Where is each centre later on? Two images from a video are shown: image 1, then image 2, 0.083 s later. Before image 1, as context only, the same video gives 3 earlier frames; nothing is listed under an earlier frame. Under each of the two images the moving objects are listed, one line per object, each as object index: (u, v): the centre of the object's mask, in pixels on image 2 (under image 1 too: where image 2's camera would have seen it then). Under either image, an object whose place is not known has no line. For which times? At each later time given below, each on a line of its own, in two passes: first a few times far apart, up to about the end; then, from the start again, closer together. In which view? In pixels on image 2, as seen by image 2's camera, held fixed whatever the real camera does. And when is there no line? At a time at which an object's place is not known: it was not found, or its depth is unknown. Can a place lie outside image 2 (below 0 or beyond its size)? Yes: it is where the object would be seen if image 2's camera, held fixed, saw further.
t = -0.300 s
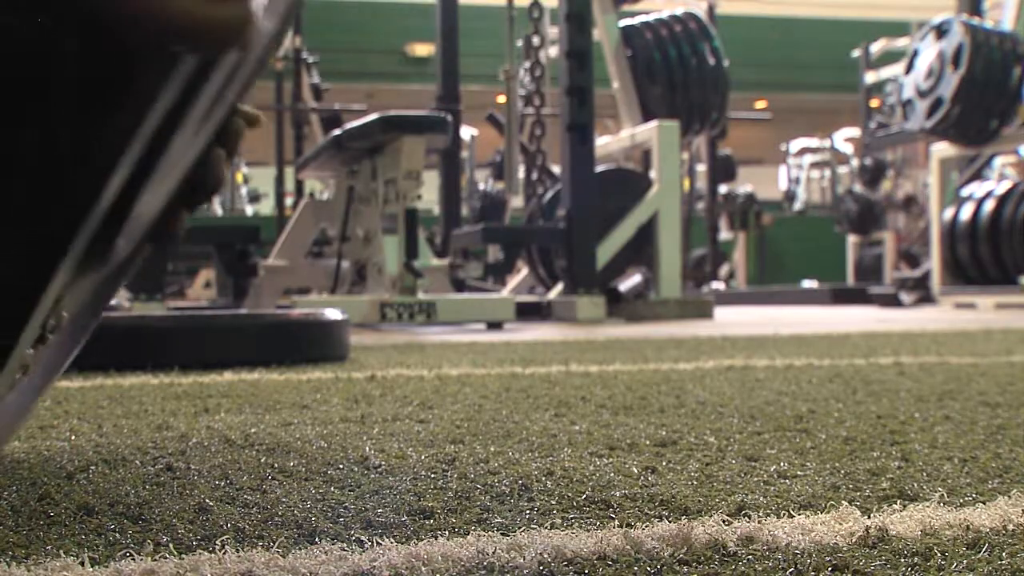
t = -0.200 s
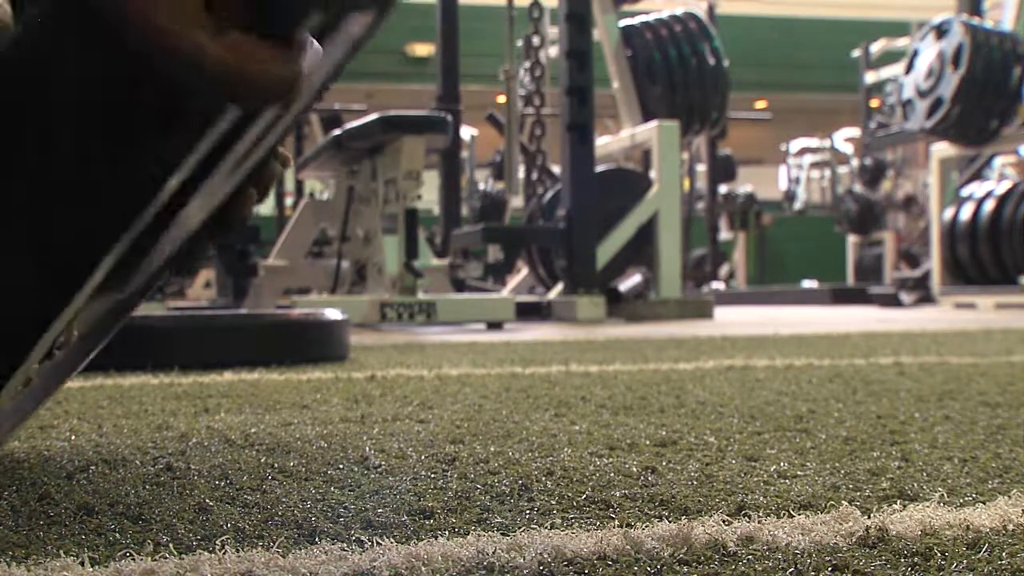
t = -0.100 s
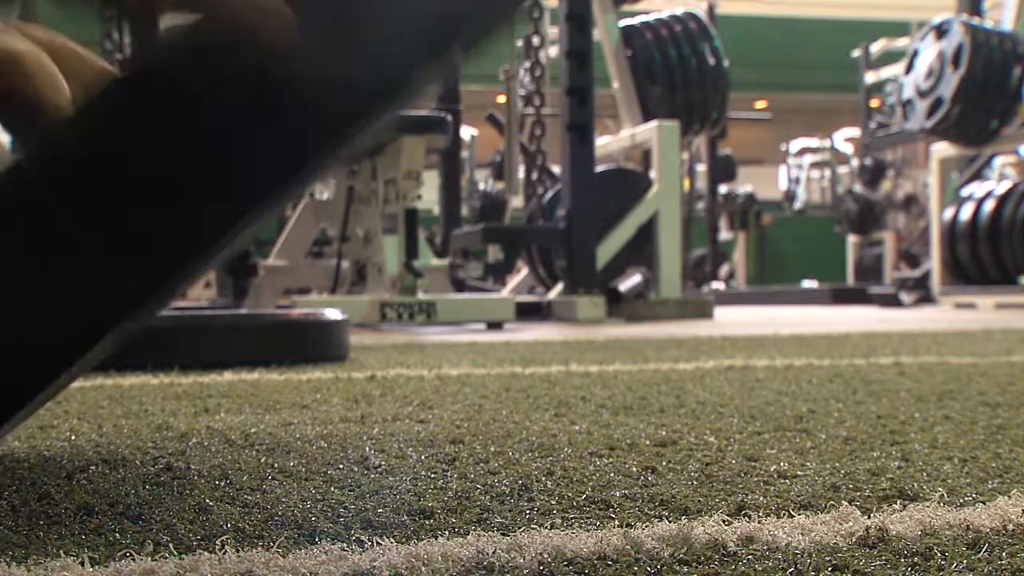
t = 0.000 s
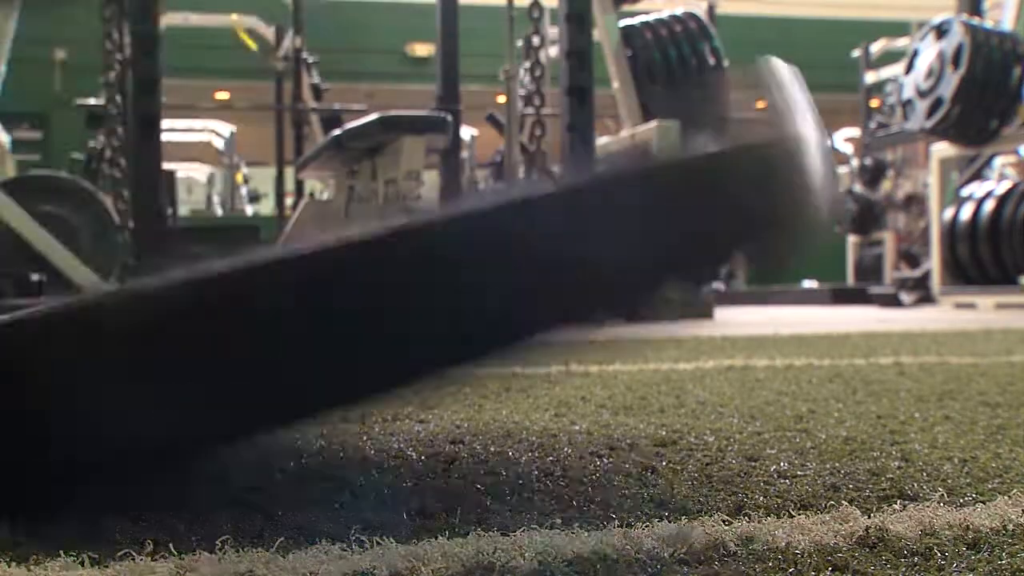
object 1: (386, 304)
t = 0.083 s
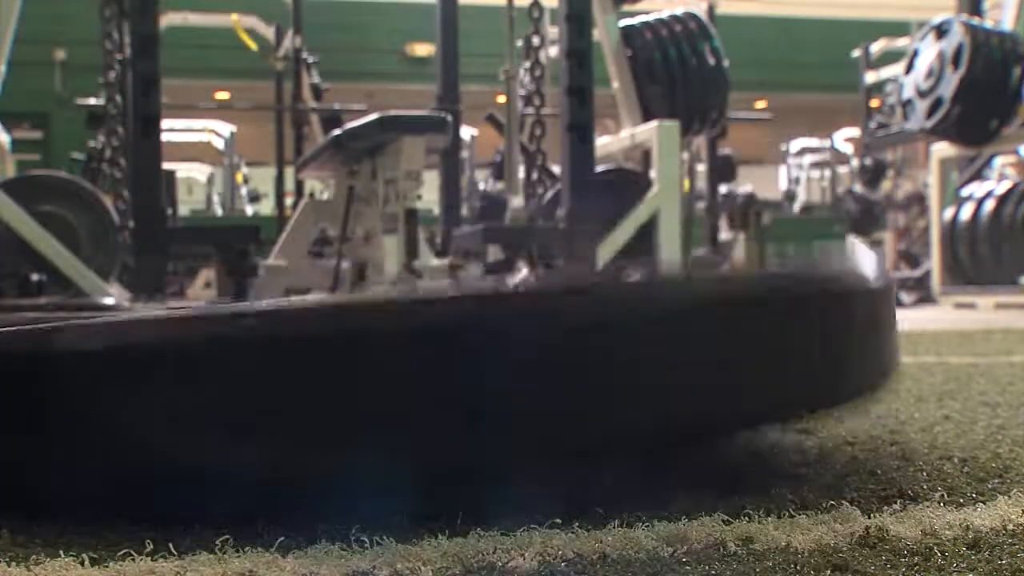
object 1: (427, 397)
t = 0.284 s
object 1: (431, 408)
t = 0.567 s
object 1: (426, 416)
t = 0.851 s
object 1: (425, 416)
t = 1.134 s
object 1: (425, 416)
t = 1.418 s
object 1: (426, 416)
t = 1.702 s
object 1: (426, 416)
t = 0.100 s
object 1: (420, 379)
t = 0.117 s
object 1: (424, 371)
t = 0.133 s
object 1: (423, 368)
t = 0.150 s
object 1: (422, 366)
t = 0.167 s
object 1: (421, 369)
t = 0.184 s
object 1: (422, 377)
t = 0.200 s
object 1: (428, 391)
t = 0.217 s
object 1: (431, 403)
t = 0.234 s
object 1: (422, 415)
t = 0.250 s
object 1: (422, 415)
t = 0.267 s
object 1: (432, 410)
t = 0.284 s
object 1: (431, 408)
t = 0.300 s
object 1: (431, 408)
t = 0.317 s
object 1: (430, 410)
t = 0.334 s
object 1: (423, 416)
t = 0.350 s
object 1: (422, 417)
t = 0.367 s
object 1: (425, 415)
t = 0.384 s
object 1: (427, 415)
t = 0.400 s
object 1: (426, 416)
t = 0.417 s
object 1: (425, 416)
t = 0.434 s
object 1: (426, 416)
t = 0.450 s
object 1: (426, 416)
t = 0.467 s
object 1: (426, 416)
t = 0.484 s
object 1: (426, 416)
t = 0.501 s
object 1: (426, 416)
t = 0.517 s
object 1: (426, 416)
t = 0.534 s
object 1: (425, 416)
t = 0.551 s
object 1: (426, 416)
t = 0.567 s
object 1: (426, 416)
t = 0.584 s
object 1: (426, 416)
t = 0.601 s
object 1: (426, 416)
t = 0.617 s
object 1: (426, 416)
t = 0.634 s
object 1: (426, 416)
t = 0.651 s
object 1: (426, 416)
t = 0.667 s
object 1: (425, 416)
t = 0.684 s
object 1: (425, 416)
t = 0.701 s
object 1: (425, 416)
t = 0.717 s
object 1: (426, 416)
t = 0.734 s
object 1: (425, 416)
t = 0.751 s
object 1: (425, 416)
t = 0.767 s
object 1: (426, 416)
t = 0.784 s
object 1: (426, 416)
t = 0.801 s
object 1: (426, 416)
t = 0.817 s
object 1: (426, 416)
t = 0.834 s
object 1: (426, 416)
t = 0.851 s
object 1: (425, 416)
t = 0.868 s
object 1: (426, 416)
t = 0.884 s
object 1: (426, 416)
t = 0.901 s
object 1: (426, 416)
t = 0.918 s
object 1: (426, 416)
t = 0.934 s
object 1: (426, 416)
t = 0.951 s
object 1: (426, 416)
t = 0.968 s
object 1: (426, 416)
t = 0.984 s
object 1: (426, 416)
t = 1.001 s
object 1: (426, 416)
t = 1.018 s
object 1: (426, 416)
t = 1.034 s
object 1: (426, 416)
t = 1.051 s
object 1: (426, 416)
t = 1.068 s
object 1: (425, 416)
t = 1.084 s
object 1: (425, 416)
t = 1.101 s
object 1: (425, 416)
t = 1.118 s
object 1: (425, 416)
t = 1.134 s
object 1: (425, 416)
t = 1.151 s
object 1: (425, 416)
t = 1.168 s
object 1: (425, 416)
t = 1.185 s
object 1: (425, 416)
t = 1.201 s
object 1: (425, 416)
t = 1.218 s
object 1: (425, 416)
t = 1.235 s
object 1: (425, 416)
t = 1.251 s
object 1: (425, 416)
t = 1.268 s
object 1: (425, 416)
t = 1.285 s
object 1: (425, 416)
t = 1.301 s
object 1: (425, 416)
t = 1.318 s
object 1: (425, 416)
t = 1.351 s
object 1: (426, 416)
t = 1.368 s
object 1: (426, 416)
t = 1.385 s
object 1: (426, 416)
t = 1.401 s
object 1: (426, 416)
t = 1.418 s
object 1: (426, 416)
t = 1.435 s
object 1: (426, 416)
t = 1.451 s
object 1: (426, 416)
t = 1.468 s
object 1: (426, 416)
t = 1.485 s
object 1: (426, 416)
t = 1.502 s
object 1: (426, 416)
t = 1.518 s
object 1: (426, 416)
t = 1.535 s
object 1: (426, 416)
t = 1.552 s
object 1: (426, 416)
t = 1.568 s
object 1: (426, 416)
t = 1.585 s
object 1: (426, 416)
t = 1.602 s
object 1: (426, 416)
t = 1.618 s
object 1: (426, 416)
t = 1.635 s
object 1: (426, 416)
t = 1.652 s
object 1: (426, 416)
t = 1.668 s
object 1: (426, 416)
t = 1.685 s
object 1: (426, 416)
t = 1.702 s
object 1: (426, 416)
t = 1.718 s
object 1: (425, 416)
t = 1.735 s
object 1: (426, 416)
